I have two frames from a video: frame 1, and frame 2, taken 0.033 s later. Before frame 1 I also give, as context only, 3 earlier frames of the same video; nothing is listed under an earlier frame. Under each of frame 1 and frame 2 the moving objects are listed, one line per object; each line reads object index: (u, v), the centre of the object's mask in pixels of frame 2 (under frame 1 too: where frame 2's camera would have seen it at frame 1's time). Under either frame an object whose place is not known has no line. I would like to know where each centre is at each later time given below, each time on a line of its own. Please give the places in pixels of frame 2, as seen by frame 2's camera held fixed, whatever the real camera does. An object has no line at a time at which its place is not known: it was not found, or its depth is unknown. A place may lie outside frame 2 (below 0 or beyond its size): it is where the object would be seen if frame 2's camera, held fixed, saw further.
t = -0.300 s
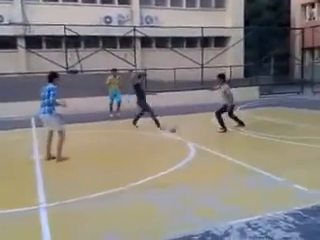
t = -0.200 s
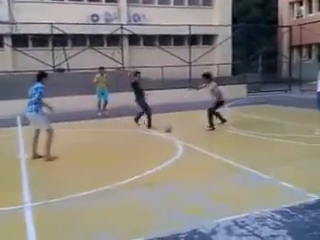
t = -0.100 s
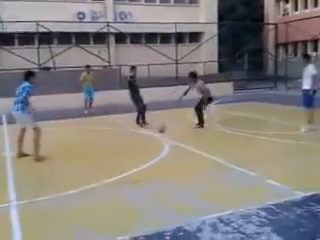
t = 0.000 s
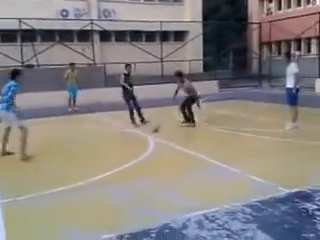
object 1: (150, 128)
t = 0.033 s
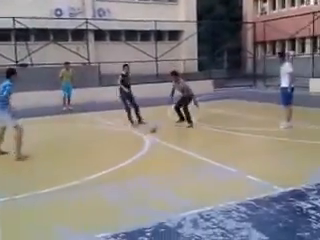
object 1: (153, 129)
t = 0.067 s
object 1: (156, 129)
